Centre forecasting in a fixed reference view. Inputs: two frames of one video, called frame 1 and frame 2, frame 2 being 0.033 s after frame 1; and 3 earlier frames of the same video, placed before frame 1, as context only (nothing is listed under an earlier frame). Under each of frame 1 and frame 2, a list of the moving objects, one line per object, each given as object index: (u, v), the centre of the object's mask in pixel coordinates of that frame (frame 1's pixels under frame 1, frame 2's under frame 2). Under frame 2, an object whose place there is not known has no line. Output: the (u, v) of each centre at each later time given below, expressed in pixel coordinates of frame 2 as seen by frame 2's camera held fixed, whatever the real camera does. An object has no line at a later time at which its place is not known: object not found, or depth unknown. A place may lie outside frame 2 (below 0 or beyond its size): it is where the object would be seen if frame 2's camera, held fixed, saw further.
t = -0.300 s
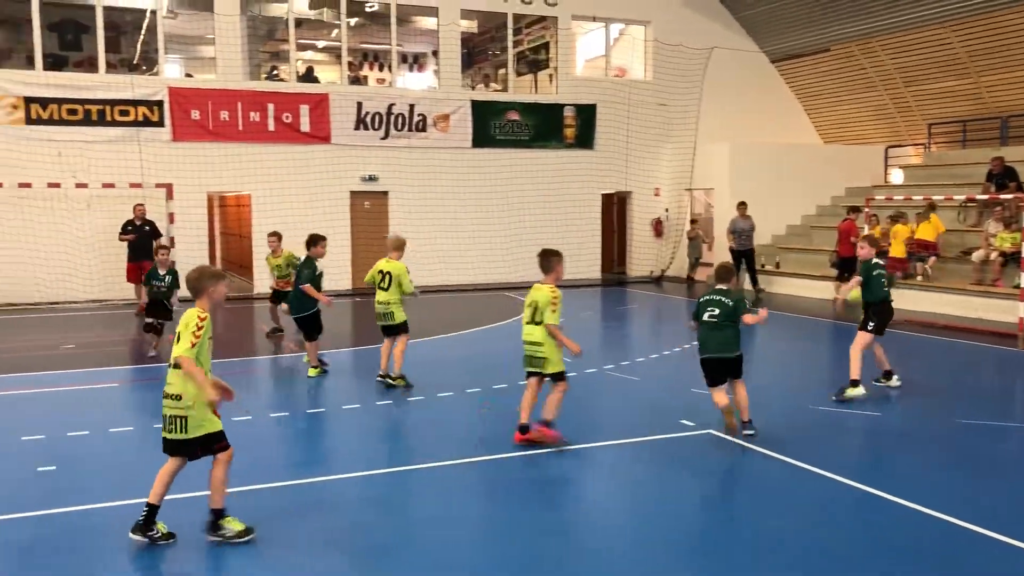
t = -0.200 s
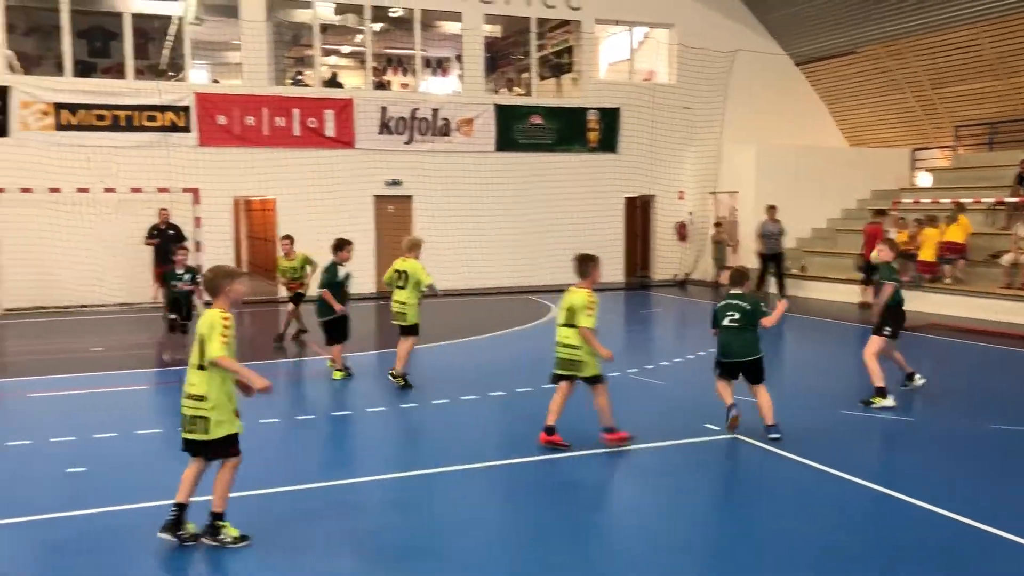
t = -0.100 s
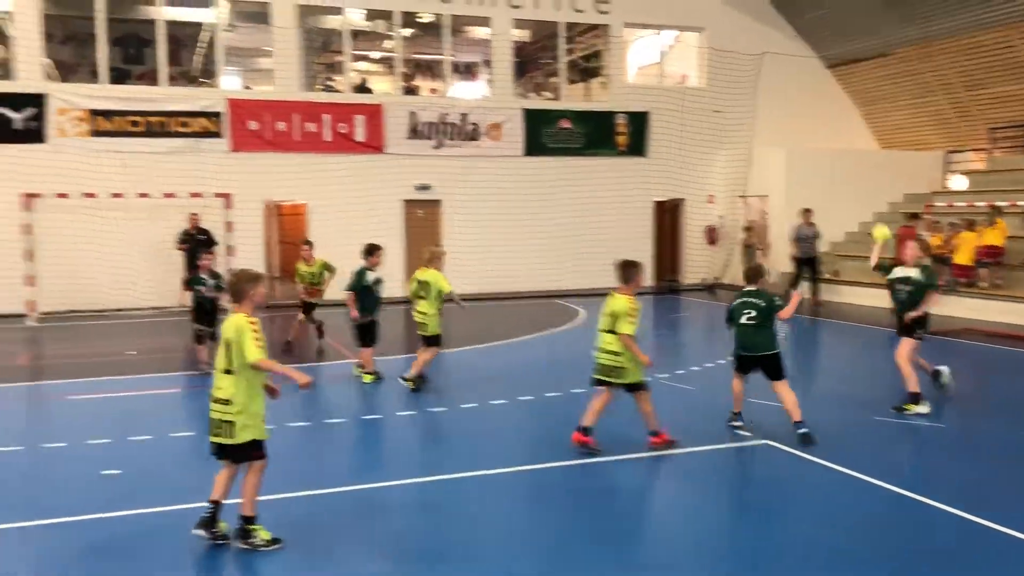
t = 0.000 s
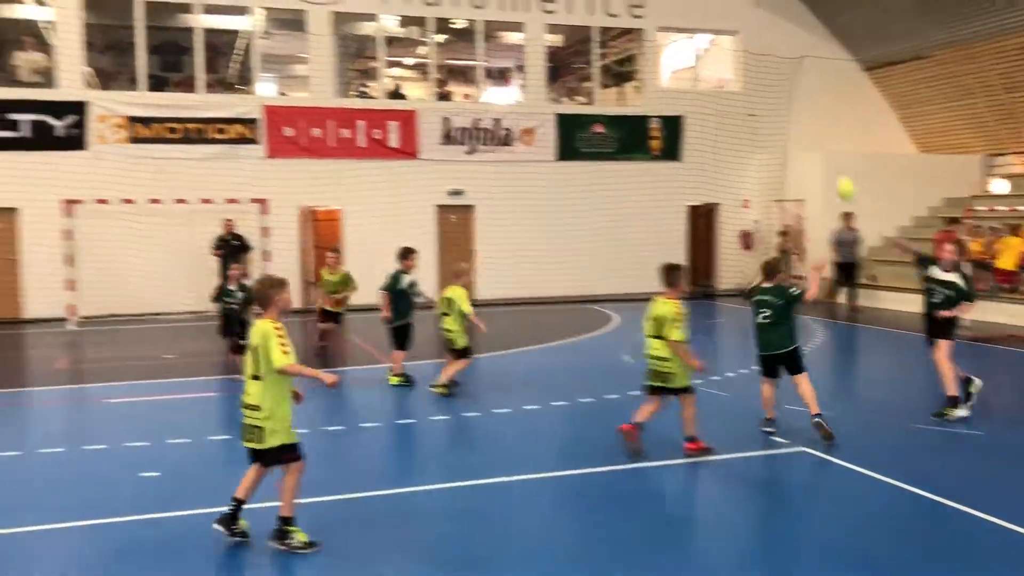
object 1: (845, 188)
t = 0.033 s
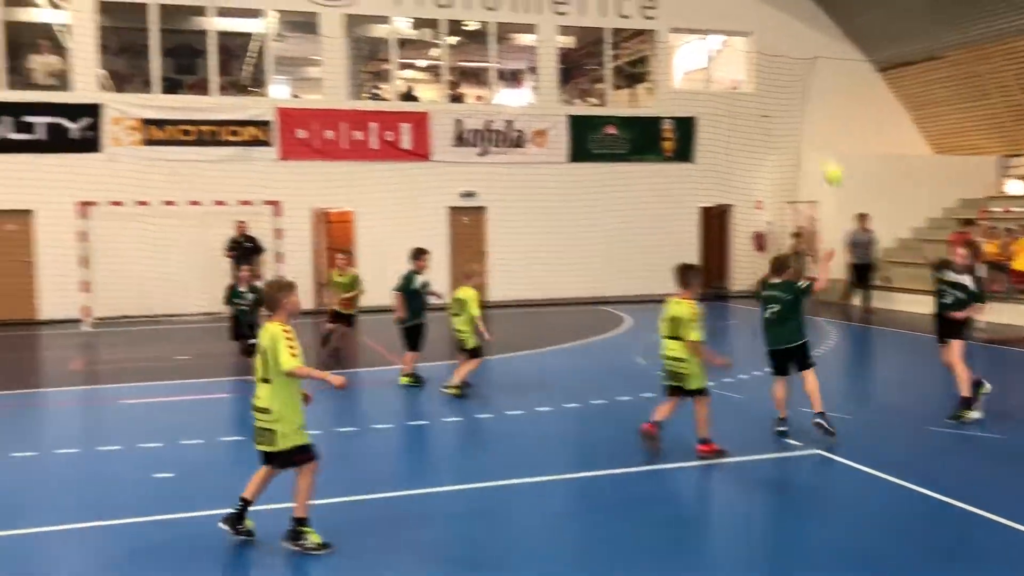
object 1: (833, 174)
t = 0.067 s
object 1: (803, 157)
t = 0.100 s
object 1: (772, 142)
